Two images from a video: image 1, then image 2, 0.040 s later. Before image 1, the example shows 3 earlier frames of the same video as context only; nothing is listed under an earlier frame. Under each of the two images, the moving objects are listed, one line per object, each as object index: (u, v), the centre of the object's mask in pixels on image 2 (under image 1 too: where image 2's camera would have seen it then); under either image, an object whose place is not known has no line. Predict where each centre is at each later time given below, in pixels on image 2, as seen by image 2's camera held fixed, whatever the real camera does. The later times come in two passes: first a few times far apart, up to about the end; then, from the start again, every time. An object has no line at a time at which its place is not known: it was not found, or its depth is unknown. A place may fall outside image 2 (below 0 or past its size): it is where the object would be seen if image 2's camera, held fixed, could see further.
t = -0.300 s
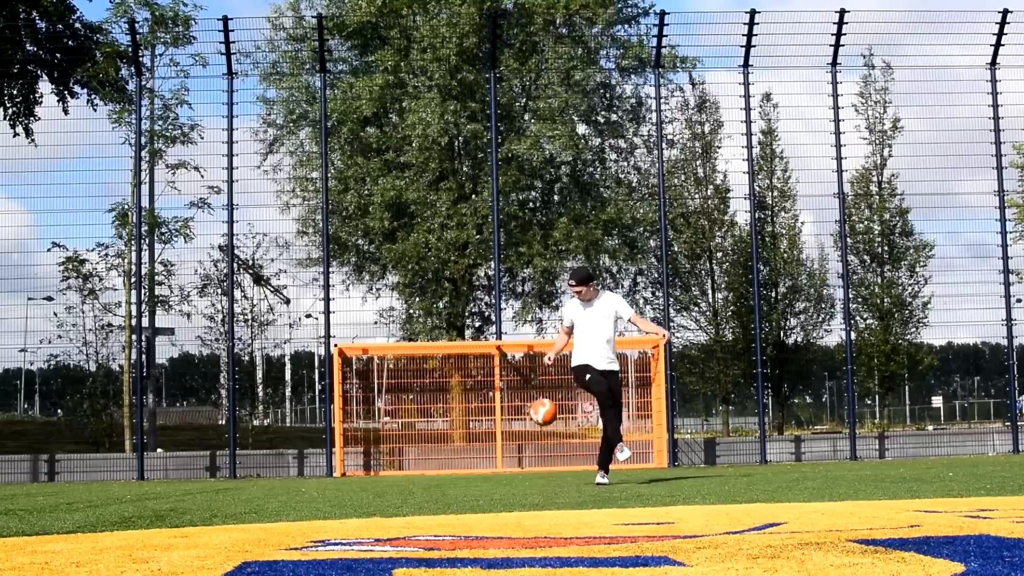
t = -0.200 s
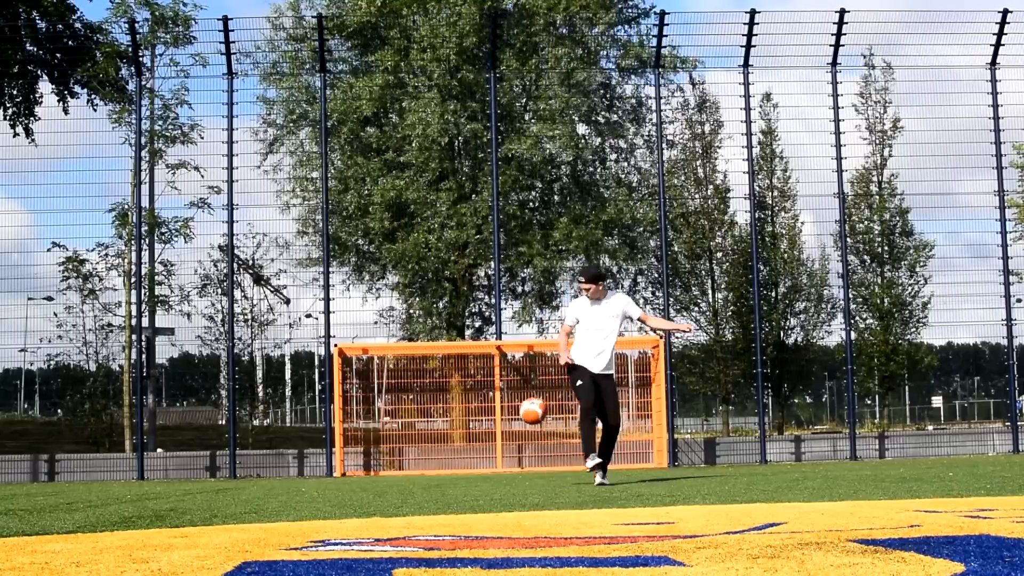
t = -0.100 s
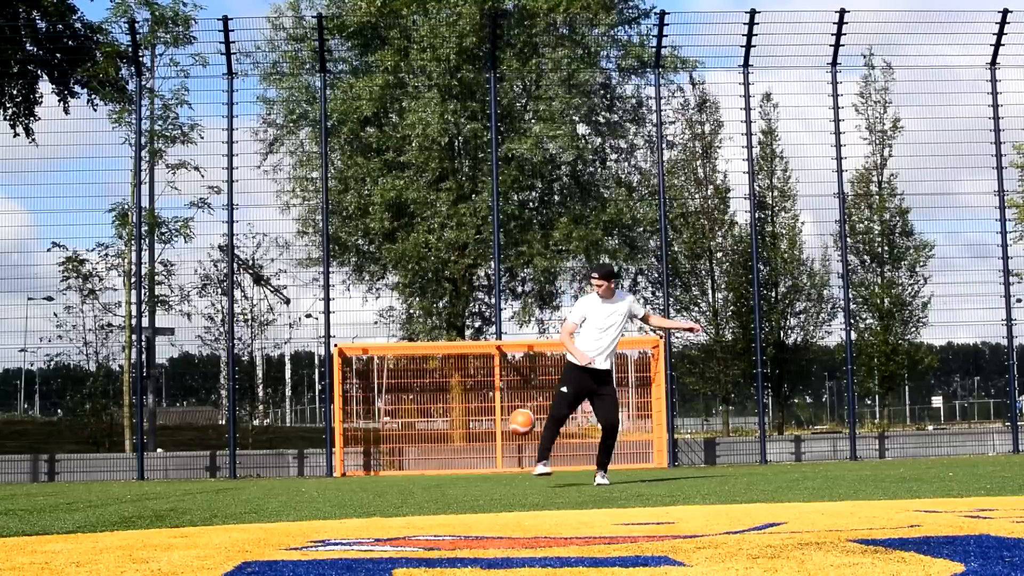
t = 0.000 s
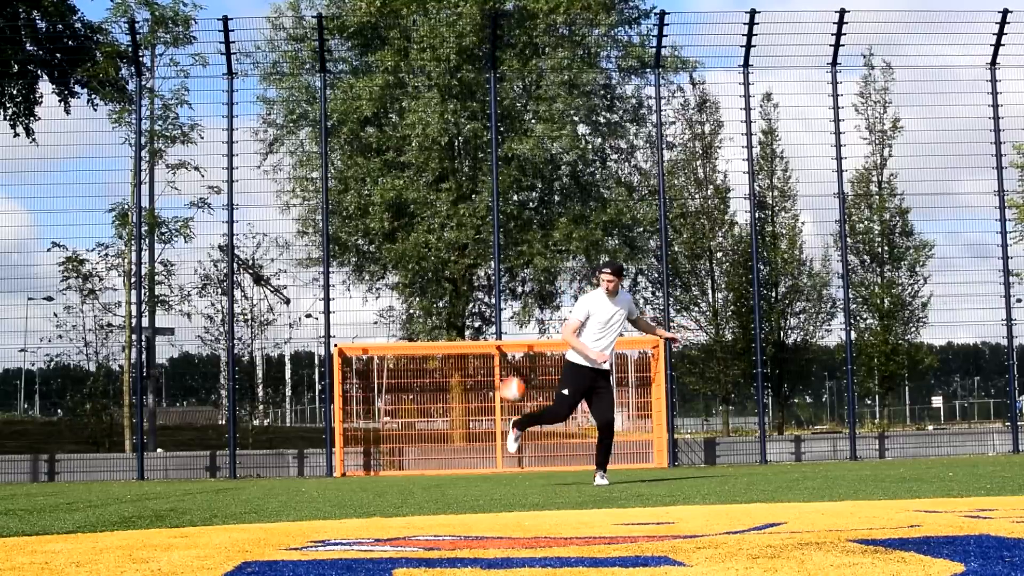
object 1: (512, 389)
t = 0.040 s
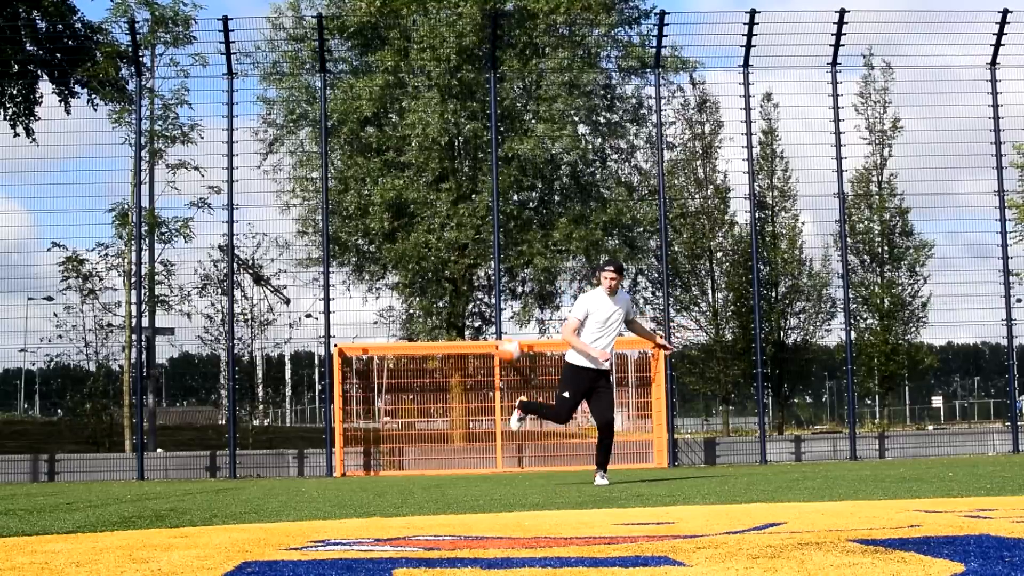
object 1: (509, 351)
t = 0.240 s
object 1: (500, 203)
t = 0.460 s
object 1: (490, 124)
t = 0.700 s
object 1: (480, 105)
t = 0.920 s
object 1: (471, 133)
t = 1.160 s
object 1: (462, 198)
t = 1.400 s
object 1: (454, 294)
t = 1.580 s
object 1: (451, 308)
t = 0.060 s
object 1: (508, 331)
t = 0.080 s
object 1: (507, 314)
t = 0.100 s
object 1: (506, 297)
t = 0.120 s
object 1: (505, 281)
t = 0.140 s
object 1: (505, 266)
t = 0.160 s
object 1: (503, 252)
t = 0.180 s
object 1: (502, 239)
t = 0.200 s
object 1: (502, 226)
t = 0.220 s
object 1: (501, 215)
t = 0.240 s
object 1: (500, 203)
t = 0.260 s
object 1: (499, 193)
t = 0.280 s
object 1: (499, 183)
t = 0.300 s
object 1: (497, 174)
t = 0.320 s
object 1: (496, 166)
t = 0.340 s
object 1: (495, 158)
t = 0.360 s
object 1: (494, 151)
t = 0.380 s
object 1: (493, 145)
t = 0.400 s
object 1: (493, 139)
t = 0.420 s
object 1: (492, 133)
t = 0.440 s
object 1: (491, 128)
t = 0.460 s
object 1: (490, 124)
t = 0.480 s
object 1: (489, 120)
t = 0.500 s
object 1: (488, 117)
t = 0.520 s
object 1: (488, 114)
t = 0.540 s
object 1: (486, 112)
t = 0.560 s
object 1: (486, 110)
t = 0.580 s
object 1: (485, 108)
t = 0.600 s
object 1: (484, 107)
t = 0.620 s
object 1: (483, 106)
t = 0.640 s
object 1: (482, 106)
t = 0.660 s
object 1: (482, 105)
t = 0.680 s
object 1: (481, 105)
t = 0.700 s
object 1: (480, 105)
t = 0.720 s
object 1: (479, 107)
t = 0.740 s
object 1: (478, 108)
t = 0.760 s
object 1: (477, 110)
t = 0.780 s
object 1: (476, 111)
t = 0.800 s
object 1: (475, 114)
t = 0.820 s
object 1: (474, 116)
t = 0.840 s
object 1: (474, 119)
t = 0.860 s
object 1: (473, 122)
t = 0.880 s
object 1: (472, 126)
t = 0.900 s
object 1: (472, 129)
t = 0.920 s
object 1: (471, 133)
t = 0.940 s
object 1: (470, 137)
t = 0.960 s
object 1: (470, 141)
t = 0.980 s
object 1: (469, 146)
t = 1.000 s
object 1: (468, 151)
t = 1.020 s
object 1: (468, 156)
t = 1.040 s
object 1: (467, 161)
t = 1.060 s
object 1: (466, 166)
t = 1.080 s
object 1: (465, 172)
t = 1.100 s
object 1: (465, 179)
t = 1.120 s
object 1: (464, 185)
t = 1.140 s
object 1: (463, 191)
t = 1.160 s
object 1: (462, 198)
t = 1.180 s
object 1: (462, 205)
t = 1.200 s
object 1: (461, 212)
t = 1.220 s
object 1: (460, 220)
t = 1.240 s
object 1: (460, 226)
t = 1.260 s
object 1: (459, 235)
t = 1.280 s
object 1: (459, 243)
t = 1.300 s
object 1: (457, 251)
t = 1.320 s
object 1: (457, 259)
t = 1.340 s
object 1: (456, 268)
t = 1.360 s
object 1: (455, 276)
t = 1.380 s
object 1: (455, 285)
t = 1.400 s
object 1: (454, 294)
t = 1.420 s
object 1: (453, 303)
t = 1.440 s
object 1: (453, 312)
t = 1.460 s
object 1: (452, 322)
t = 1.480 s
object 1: (451, 332)
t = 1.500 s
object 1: (451, 336)
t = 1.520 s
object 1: (451, 330)
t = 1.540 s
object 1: (451, 323)
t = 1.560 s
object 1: (451, 315)
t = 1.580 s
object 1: (451, 308)
